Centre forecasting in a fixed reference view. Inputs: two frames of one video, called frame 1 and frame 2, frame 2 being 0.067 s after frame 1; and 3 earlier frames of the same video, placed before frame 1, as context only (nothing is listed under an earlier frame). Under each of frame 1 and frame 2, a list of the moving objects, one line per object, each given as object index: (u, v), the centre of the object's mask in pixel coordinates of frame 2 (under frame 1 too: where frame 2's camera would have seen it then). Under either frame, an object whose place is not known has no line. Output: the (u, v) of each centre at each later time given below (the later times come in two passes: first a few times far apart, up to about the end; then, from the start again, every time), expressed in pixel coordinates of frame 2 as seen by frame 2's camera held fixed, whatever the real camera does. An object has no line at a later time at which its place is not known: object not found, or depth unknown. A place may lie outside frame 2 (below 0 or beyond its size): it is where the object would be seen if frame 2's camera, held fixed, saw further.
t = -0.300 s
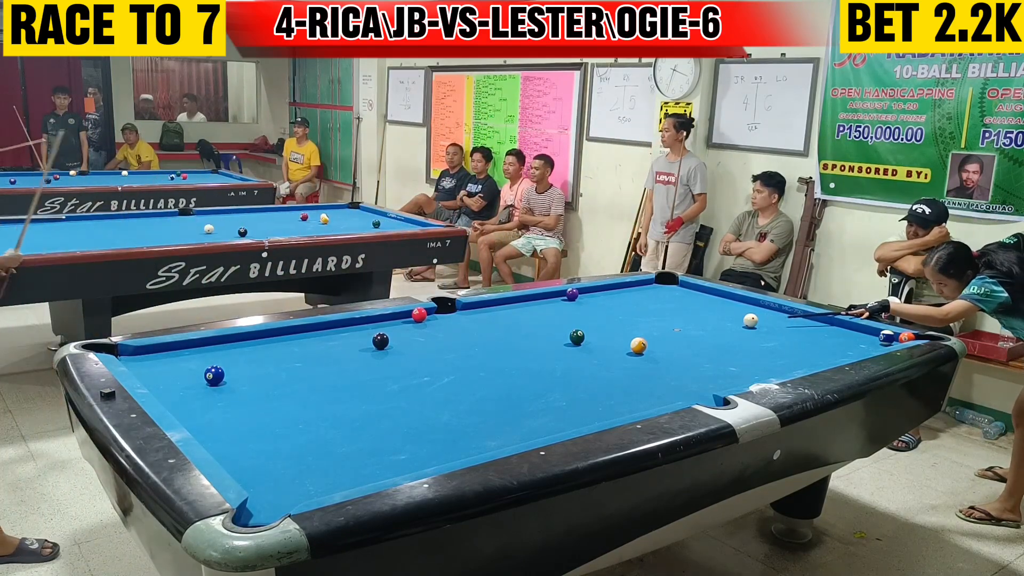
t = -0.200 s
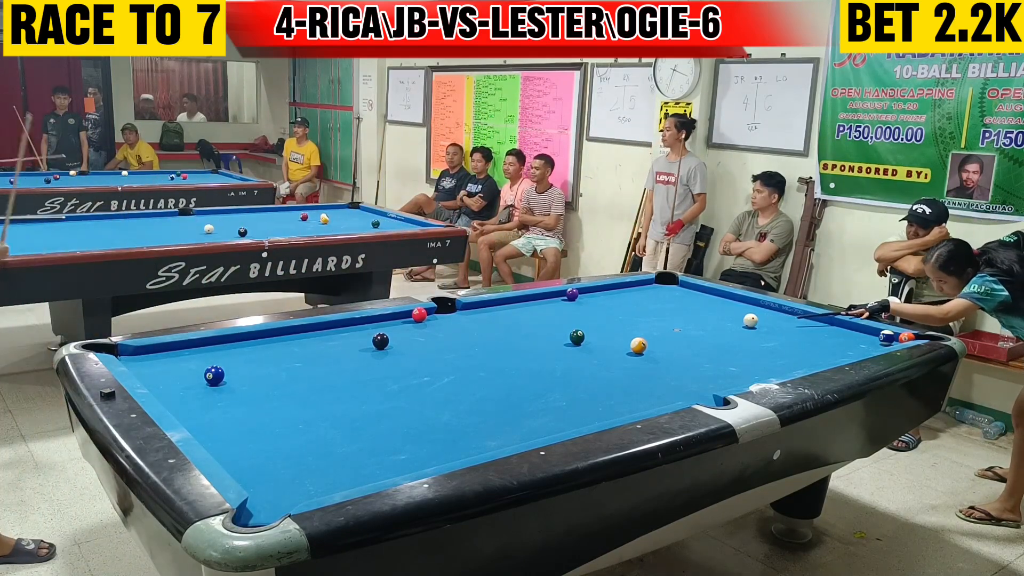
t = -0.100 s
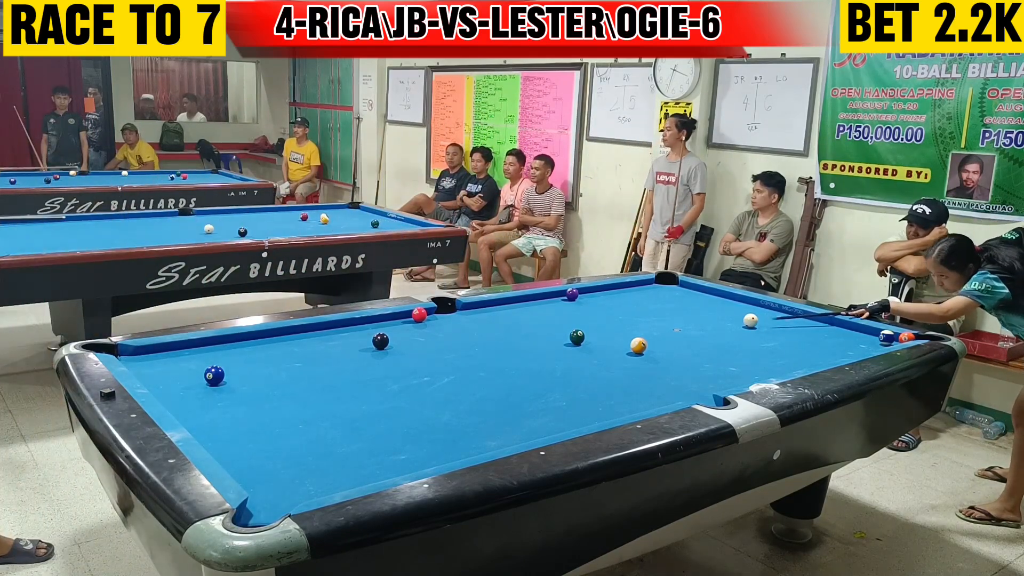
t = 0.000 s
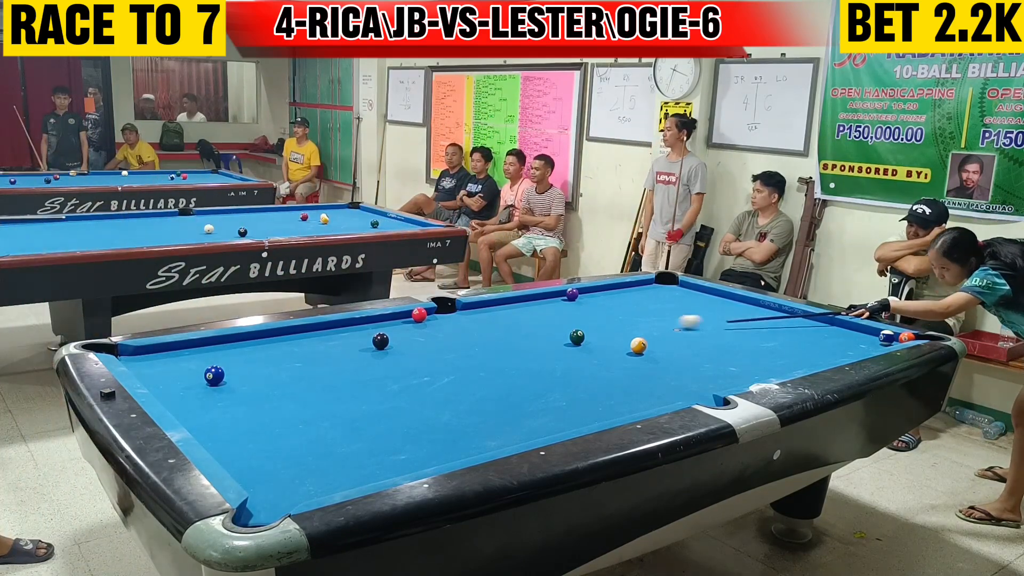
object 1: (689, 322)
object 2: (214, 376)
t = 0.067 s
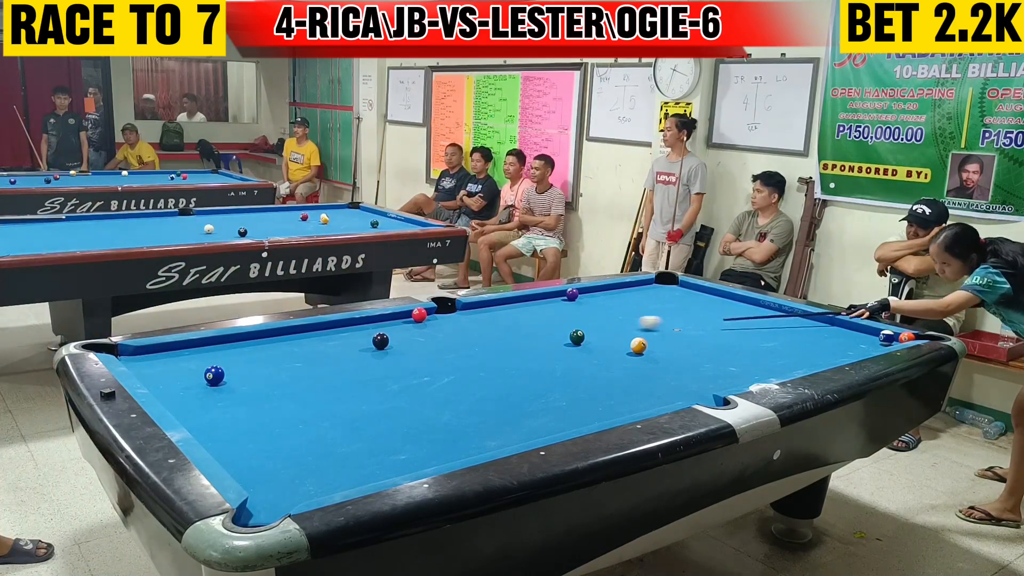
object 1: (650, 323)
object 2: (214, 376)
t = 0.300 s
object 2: (214, 375)
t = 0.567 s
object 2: (214, 376)
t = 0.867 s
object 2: (214, 375)
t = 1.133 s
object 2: (225, 391)
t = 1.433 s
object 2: (239, 411)
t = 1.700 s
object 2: (252, 429)
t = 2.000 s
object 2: (267, 449)
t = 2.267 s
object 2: (282, 469)
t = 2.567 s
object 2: (300, 491)
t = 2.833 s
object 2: (299, 494)
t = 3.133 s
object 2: (284, 487)
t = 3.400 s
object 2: (274, 481)
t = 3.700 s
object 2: (266, 476)
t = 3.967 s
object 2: (261, 472)
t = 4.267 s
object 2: (257, 468)
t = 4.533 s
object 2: (256, 466)
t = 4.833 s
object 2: (255, 466)
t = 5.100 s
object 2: (255, 466)
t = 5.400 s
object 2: (256, 466)
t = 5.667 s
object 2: (256, 466)
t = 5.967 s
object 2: (256, 466)
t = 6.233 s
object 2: (256, 466)
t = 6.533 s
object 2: (256, 466)
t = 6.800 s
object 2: (256, 466)
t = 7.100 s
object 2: (256, 466)
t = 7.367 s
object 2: (256, 466)
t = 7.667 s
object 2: (256, 466)
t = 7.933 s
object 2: (256, 466)
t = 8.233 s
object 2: (255, 466)
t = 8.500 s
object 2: (255, 466)
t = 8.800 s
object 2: (255, 466)
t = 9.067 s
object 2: (255, 466)
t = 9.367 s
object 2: (256, 466)
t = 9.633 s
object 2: (255, 466)
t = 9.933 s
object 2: (255, 466)
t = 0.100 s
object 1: (623, 323)
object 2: (214, 375)
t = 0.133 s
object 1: (598, 324)
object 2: (214, 375)
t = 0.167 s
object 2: (214, 376)
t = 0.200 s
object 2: (214, 375)
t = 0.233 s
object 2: (214, 375)
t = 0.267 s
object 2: (214, 375)
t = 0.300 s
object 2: (214, 375)
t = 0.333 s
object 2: (214, 376)
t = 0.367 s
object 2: (214, 375)
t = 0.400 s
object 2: (214, 376)
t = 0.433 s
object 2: (214, 376)
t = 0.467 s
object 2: (214, 376)
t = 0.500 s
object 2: (214, 376)
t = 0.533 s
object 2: (214, 376)
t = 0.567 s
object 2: (214, 376)
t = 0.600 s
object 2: (214, 375)
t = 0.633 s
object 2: (214, 376)
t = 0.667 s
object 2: (214, 375)
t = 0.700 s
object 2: (214, 375)
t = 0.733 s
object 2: (214, 375)
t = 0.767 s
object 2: (214, 375)
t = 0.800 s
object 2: (214, 375)
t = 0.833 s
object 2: (214, 375)
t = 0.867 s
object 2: (214, 375)
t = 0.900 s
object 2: (215, 376)
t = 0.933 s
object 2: (215, 377)
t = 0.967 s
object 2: (217, 380)
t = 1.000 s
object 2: (219, 383)
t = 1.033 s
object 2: (220, 385)
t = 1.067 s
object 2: (222, 387)
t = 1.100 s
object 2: (223, 389)
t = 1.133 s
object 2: (225, 391)
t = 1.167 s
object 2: (226, 393)
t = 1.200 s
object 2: (228, 395)
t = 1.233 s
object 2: (229, 397)
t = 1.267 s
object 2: (231, 400)
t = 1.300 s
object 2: (232, 402)
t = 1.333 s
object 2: (234, 404)
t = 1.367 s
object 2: (236, 406)
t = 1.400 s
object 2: (237, 408)
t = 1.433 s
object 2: (239, 411)
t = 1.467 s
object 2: (240, 413)
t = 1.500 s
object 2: (242, 415)
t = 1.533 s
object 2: (244, 417)
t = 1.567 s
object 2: (245, 420)
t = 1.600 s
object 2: (247, 422)
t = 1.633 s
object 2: (249, 424)
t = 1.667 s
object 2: (250, 426)
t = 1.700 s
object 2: (252, 429)
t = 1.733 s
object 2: (254, 431)
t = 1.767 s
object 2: (255, 434)
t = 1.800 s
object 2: (257, 436)
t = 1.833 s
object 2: (258, 437)
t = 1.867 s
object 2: (260, 439)
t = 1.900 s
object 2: (262, 442)
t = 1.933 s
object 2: (263, 444)
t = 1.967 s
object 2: (265, 447)
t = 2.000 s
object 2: (267, 449)
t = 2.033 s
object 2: (269, 451)
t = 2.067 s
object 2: (271, 454)
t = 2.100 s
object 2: (273, 456)
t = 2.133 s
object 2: (275, 459)
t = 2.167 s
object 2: (277, 461)
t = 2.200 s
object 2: (279, 464)
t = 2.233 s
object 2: (280, 466)
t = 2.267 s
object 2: (282, 469)
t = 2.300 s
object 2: (284, 472)
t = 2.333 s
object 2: (286, 474)
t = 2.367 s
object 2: (288, 476)
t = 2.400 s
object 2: (290, 479)
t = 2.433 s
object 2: (292, 482)
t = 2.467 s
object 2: (294, 484)
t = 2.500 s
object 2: (297, 486)
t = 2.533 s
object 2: (299, 488)
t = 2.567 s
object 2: (300, 491)
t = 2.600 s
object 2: (303, 492)
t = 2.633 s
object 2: (304, 493)
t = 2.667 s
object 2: (306, 494)
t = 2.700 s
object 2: (305, 495)
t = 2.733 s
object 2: (304, 494)
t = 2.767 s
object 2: (302, 494)
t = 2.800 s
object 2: (301, 494)
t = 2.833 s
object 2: (299, 494)
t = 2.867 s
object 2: (297, 493)
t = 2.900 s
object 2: (296, 493)
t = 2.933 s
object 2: (294, 493)
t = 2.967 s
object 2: (292, 492)
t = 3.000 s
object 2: (291, 490)
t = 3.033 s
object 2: (289, 490)
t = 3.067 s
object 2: (287, 489)
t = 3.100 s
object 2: (286, 487)
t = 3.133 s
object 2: (284, 487)
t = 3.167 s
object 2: (283, 486)
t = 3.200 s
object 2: (282, 485)
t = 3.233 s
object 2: (280, 485)
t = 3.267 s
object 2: (279, 484)
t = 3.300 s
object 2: (277, 483)
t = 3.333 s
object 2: (276, 482)
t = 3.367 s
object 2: (275, 482)
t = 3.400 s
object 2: (274, 481)
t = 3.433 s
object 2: (273, 480)
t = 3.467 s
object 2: (272, 479)
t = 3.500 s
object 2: (271, 479)
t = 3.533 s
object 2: (270, 478)
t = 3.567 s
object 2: (269, 477)
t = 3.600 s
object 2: (268, 477)
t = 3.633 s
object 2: (268, 477)
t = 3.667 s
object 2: (267, 476)
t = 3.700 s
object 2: (266, 476)
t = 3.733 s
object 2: (265, 475)
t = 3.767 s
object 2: (265, 475)
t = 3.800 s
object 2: (264, 474)
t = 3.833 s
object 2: (263, 474)
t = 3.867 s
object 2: (263, 473)
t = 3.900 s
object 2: (262, 473)
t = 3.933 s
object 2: (261, 472)
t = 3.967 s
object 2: (261, 472)
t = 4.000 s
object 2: (260, 471)
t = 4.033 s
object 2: (260, 471)
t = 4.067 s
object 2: (259, 470)
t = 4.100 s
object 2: (259, 470)
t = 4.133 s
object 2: (259, 470)
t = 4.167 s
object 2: (258, 469)
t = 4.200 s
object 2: (258, 469)
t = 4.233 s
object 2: (257, 469)
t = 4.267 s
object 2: (257, 468)
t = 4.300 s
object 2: (257, 468)
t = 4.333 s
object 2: (257, 468)
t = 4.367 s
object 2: (256, 467)
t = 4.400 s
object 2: (256, 467)
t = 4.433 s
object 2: (256, 467)
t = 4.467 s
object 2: (256, 466)
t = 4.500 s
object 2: (256, 466)
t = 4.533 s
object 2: (256, 466)
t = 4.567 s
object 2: (255, 466)
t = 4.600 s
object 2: (255, 466)
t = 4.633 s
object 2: (255, 466)
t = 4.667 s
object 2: (255, 466)
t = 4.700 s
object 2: (255, 466)
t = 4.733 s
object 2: (255, 466)
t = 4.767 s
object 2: (255, 466)
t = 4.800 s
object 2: (255, 466)
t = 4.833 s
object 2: (255, 466)
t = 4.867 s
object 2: (255, 466)
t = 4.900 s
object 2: (255, 466)
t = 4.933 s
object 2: (255, 466)
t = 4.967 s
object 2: (255, 466)
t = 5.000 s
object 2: (255, 466)
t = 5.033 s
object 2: (255, 466)
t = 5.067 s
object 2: (255, 466)
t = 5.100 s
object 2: (255, 466)
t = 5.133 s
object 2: (256, 466)
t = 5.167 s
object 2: (255, 466)
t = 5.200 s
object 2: (256, 466)
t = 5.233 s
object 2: (256, 466)
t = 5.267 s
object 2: (256, 466)
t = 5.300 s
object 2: (256, 466)
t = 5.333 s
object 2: (256, 466)
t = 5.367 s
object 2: (256, 466)
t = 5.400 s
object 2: (256, 466)
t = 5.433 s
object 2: (255, 466)
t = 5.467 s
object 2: (256, 466)
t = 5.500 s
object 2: (256, 466)
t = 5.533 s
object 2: (256, 466)
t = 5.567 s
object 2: (256, 466)
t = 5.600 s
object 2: (255, 466)
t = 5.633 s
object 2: (256, 466)
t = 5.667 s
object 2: (256, 466)
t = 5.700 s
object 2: (256, 466)
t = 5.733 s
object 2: (256, 466)
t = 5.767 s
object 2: (256, 466)
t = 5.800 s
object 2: (256, 466)
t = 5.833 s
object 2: (256, 466)
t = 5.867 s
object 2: (256, 466)
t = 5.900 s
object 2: (256, 466)
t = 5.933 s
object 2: (256, 466)
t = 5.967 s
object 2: (256, 466)
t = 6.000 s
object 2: (256, 466)
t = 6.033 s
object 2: (256, 466)
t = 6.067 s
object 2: (256, 466)
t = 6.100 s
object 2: (256, 466)
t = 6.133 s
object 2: (256, 466)
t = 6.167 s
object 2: (256, 466)
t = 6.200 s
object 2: (256, 466)
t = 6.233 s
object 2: (256, 466)
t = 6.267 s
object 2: (256, 466)
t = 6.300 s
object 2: (256, 466)
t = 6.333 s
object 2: (256, 466)
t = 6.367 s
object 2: (256, 466)
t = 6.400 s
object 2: (256, 466)
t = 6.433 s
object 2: (256, 466)
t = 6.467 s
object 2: (256, 466)
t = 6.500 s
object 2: (256, 466)
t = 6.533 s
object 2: (256, 466)
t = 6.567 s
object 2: (256, 466)
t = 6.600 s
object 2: (256, 466)
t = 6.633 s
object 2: (256, 466)
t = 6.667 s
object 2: (256, 466)
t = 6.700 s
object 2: (256, 466)
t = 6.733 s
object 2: (256, 466)
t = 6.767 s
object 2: (256, 466)
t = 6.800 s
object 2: (256, 466)
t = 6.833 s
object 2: (256, 466)
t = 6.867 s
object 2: (256, 466)
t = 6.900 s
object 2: (256, 466)
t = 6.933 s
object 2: (256, 466)
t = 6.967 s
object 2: (256, 466)
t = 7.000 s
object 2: (256, 466)
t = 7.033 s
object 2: (256, 466)
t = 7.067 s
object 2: (256, 466)
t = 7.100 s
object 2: (256, 466)
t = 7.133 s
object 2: (256, 466)
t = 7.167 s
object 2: (256, 466)
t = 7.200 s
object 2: (256, 466)
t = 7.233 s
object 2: (256, 466)
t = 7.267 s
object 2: (256, 466)
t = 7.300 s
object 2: (256, 466)
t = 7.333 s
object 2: (256, 466)
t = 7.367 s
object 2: (256, 466)
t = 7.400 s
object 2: (256, 466)
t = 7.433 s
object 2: (256, 466)
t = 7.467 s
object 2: (256, 466)
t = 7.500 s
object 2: (256, 466)
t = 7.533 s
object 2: (256, 466)
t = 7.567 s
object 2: (256, 466)
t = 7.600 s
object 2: (256, 466)
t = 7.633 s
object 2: (256, 466)
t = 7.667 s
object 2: (256, 466)
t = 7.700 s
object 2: (256, 466)
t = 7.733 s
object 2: (256, 466)
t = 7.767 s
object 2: (256, 466)
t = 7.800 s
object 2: (256, 466)
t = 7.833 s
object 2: (256, 466)
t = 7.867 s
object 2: (256, 466)
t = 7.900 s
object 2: (256, 466)
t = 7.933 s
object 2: (256, 466)
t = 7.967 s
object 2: (256, 466)
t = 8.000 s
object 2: (256, 466)
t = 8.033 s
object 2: (256, 466)
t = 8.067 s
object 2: (256, 466)
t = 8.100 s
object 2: (255, 466)
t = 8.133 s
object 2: (255, 466)
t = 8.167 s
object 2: (255, 466)
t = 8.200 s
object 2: (255, 466)
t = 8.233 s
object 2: (255, 466)
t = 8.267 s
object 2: (255, 466)
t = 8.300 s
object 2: (255, 466)
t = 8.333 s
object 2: (255, 466)
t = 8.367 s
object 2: (255, 466)
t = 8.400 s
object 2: (256, 466)
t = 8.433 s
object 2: (255, 466)
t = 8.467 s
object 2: (255, 466)
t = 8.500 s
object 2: (255, 466)
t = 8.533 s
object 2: (256, 466)
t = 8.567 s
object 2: (256, 466)
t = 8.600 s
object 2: (255, 466)
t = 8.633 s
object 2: (256, 466)
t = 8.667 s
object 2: (256, 466)
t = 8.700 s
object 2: (255, 466)
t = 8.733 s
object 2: (255, 466)
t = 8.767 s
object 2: (255, 466)
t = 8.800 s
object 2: (255, 466)
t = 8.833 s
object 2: (256, 466)
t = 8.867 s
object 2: (256, 466)
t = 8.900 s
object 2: (256, 466)
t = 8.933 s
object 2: (256, 466)
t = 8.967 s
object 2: (255, 466)
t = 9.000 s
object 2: (255, 466)
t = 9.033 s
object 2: (255, 467)
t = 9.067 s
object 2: (255, 466)
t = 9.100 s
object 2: (255, 466)
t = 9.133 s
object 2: (255, 466)
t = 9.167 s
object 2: (255, 466)
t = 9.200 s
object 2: (256, 466)
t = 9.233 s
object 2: (255, 467)
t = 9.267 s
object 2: (255, 467)
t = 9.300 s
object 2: (256, 466)
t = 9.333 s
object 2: (256, 466)
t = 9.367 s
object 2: (256, 466)
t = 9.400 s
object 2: (256, 466)
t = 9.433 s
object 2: (256, 466)
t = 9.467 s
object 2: (256, 466)
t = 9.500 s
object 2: (255, 466)
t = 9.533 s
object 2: (255, 466)
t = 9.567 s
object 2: (255, 466)
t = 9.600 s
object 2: (255, 466)
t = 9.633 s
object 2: (255, 466)
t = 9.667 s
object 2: (256, 466)
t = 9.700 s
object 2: (256, 466)
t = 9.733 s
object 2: (255, 466)
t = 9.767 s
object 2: (256, 466)
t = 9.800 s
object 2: (255, 466)
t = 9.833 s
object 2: (255, 466)
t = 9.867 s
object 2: (255, 466)
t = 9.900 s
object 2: (255, 466)
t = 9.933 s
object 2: (255, 466)
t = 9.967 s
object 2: (255, 466)
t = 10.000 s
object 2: (256, 466)
